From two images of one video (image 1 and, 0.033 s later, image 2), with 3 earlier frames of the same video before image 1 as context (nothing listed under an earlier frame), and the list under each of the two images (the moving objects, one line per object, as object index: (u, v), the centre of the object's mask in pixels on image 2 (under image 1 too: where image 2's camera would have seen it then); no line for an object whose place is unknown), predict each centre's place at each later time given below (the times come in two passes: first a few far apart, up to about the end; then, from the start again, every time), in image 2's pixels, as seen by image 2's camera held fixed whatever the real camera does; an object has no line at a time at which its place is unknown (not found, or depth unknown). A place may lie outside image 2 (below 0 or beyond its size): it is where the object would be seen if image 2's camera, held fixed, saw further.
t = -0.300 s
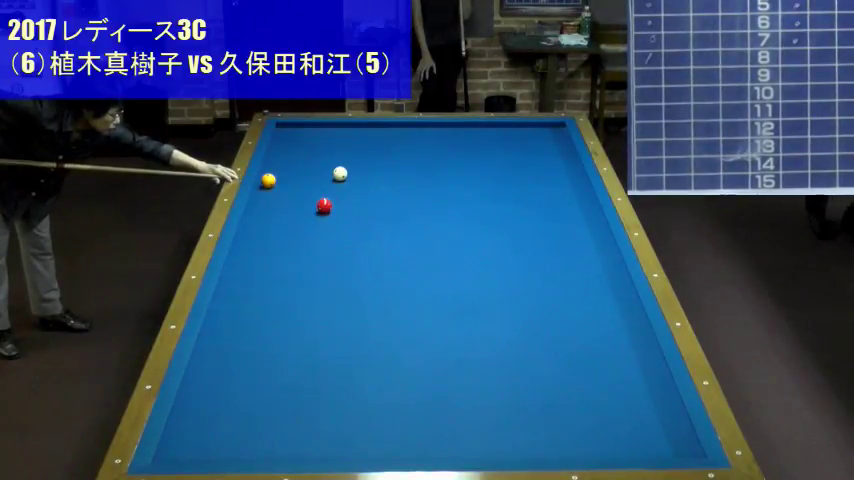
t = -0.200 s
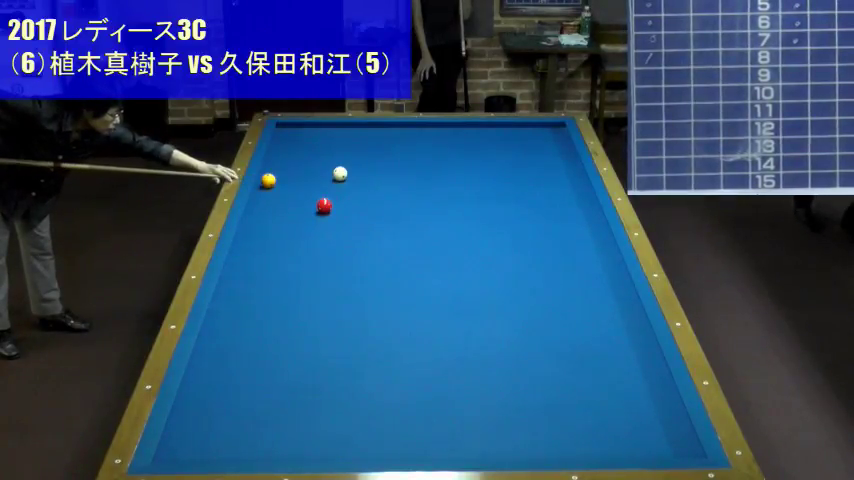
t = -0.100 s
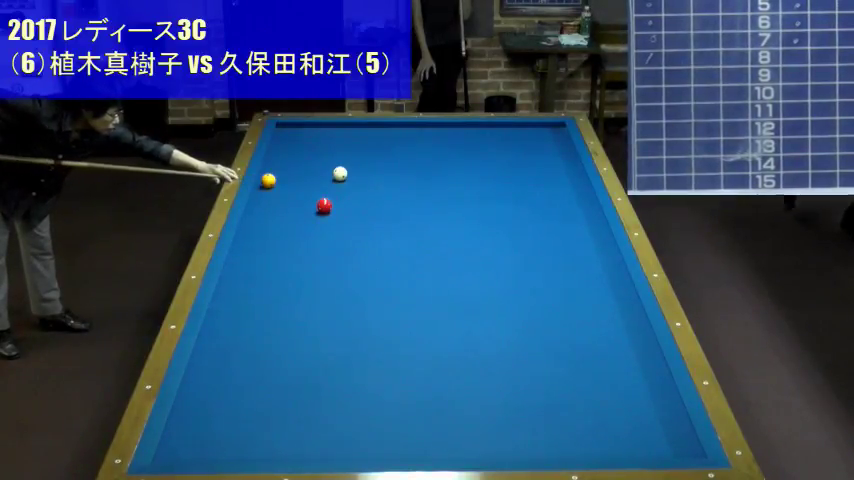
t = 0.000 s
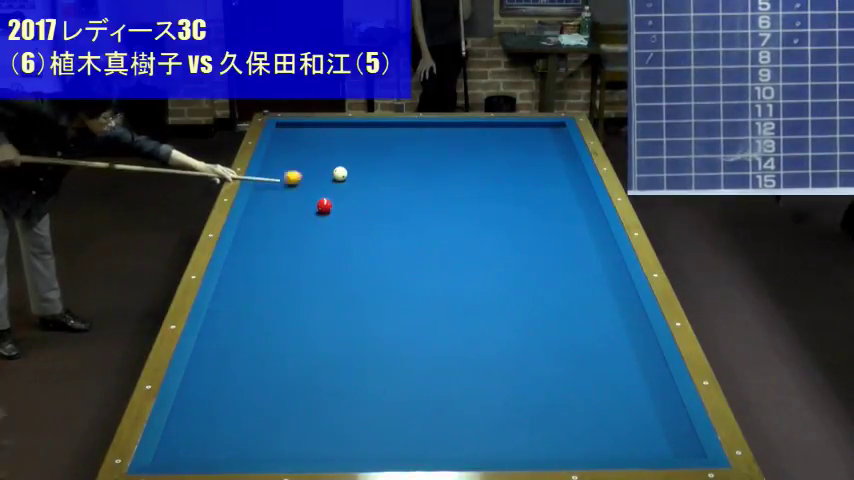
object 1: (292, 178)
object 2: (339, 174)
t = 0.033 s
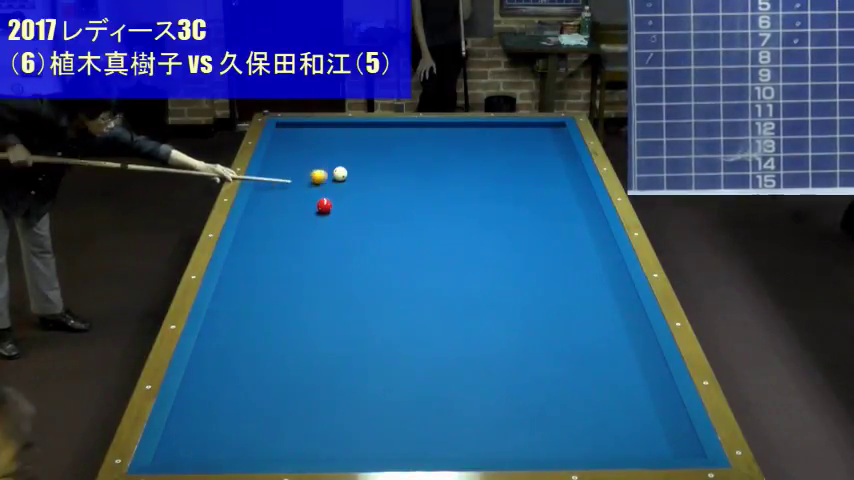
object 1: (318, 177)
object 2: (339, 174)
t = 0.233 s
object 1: (388, 197)
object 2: (420, 149)
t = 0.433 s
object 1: (461, 216)
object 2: (487, 128)
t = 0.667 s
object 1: (553, 241)
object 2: (540, 136)
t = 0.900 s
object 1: (592, 270)
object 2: (554, 148)
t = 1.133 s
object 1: (541, 306)
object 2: (532, 161)
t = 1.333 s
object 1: (498, 340)
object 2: (512, 172)
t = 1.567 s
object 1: (441, 384)
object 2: (487, 187)
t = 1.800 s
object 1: (375, 436)
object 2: (462, 202)
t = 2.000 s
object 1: (312, 441)
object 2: (439, 215)
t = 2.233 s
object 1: (247, 410)
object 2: (410, 233)
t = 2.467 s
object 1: (191, 383)
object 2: (380, 250)
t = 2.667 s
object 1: (234, 360)
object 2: (352, 266)
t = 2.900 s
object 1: (274, 336)
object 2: (318, 286)
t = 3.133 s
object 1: (311, 313)
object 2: (283, 307)
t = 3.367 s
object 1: (345, 293)
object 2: (244, 330)
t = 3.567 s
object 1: (372, 277)
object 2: (210, 351)
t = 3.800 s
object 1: (401, 259)
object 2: (209, 371)
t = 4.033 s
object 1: (428, 244)
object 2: (219, 391)
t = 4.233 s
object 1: (449, 231)
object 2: (228, 408)
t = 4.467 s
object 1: (472, 217)
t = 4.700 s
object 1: (494, 205)
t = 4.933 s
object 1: (514, 193)
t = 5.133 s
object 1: (530, 184)
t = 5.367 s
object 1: (547, 173)
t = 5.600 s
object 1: (563, 164)
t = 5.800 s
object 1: (569, 157)
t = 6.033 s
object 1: (558, 150)
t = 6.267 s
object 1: (547, 144)
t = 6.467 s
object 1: (538, 139)
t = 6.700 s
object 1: (529, 134)
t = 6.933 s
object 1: (520, 129)
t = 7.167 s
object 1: (511, 124)
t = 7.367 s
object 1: (508, 126)
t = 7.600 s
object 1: (504, 129)
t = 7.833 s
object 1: (500, 131)
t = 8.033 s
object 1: (498, 133)
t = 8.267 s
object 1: (494, 135)
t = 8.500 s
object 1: (491, 138)
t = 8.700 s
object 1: (489, 140)
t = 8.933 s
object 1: (487, 142)
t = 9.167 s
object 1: (484, 143)
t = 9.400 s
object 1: (482, 145)
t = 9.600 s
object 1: (480, 147)
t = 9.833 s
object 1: (478, 148)
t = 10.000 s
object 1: (477, 149)
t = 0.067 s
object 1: (335, 179)
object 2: (350, 170)
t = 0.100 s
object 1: (345, 183)
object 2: (365, 166)
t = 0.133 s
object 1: (355, 187)
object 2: (379, 161)
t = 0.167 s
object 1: (366, 190)
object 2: (394, 157)
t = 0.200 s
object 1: (377, 194)
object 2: (407, 152)
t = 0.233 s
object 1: (388, 197)
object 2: (420, 149)
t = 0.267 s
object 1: (400, 200)
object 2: (433, 145)
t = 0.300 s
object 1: (412, 203)
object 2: (445, 141)
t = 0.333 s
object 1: (424, 206)
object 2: (456, 137)
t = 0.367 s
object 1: (436, 210)
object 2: (467, 134)
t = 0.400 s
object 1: (449, 213)
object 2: (477, 131)
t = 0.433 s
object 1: (461, 216)
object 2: (487, 128)
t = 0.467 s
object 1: (474, 220)
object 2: (497, 125)
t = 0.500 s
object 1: (487, 223)
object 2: (504, 125)
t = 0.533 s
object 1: (500, 227)
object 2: (511, 127)
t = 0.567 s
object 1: (513, 230)
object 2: (519, 130)
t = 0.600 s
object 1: (526, 234)
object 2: (526, 132)
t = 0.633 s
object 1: (540, 238)
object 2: (533, 134)
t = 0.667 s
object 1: (553, 241)
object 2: (540, 136)
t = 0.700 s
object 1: (567, 245)
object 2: (547, 138)
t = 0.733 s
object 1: (581, 248)
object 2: (554, 139)
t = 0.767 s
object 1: (596, 252)
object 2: (561, 141)
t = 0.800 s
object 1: (609, 256)
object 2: (566, 143)
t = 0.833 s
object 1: (609, 260)
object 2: (562, 145)
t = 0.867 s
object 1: (600, 265)
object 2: (557, 146)
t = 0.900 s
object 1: (592, 270)
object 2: (554, 148)
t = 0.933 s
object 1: (583, 275)
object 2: (550, 150)
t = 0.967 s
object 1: (576, 280)
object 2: (547, 152)
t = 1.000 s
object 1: (568, 285)
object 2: (544, 154)
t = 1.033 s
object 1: (561, 290)
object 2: (541, 155)
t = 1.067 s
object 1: (555, 295)
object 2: (538, 157)
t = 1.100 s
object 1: (548, 300)
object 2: (535, 159)
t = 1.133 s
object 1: (541, 306)
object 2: (532, 161)
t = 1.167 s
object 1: (535, 311)
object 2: (528, 163)
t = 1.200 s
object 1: (527, 316)
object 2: (525, 165)
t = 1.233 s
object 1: (520, 322)
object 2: (522, 167)
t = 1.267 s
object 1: (513, 328)
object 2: (518, 168)
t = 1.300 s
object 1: (506, 334)
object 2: (515, 171)
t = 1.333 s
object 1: (498, 340)
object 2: (512, 172)
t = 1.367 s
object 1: (490, 345)
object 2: (508, 174)
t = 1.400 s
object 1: (483, 352)
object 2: (505, 177)
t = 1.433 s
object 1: (474, 358)
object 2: (502, 179)
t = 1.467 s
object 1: (466, 364)
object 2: (498, 180)
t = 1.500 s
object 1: (458, 371)
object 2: (495, 183)
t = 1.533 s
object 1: (450, 377)
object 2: (491, 185)
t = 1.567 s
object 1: (441, 384)
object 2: (487, 187)
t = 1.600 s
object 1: (432, 392)
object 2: (484, 189)
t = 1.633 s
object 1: (423, 399)
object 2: (480, 191)
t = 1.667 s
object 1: (414, 406)
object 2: (477, 193)
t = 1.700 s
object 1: (404, 413)
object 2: (473, 195)
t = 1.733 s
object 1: (395, 420)
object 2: (469, 198)
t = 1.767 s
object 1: (384, 428)
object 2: (466, 200)
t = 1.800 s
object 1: (375, 436)
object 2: (462, 202)
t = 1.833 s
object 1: (364, 444)
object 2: (458, 204)
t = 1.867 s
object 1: (354, 450)
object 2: (454, 206)
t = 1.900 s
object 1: (343, 455)
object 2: (450, 208)
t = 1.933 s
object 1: (333, 451)
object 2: (447, 211)
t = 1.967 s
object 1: (322, 447)
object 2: (443, 213)
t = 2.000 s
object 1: (312, 441)
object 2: (439, 215)
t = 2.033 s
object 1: (303, 435)
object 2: (435, 218)
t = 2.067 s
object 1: (293, 431)
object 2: (431, 220)
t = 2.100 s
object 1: (283, 426)
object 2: (427, 222)
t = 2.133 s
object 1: (274, 422)
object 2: (423, 225)
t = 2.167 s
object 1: (265, 418)
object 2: (419, 227)
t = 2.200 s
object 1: (256, 414)
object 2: (415, 230)
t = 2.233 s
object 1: (247, 410)
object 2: (410, 233)
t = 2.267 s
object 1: (238, 406)
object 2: (406, 235)
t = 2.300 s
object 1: (229, 402)
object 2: (402, 237)
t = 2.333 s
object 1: (221, 398)
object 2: (397, 240)
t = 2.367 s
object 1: (213, 394)
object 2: (393, 242)
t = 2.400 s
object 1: (204, 390)
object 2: (388, 245)
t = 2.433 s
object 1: (196, 386)
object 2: (384, 248)
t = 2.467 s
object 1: (191, 383)
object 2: (380, 250)
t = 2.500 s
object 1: (200, 379)
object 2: (375, 253)
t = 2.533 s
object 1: (208, 375)
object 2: (370, 256)
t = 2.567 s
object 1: (215, 371)
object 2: (366, 258)
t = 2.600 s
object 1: (222, 367)
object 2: (362, 261)
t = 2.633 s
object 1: (227, 364)
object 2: (357, 264)
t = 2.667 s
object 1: (234, 360)
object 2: (352, 266)
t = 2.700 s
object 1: (240, 356)
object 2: (347, 269)
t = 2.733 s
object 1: (246, 353)
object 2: (343, 272)
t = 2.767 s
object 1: (252, 349)
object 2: (338, 275)
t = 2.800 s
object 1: (257, 346)
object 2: (333, 278)
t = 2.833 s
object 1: (263, 342)
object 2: (328, 281)
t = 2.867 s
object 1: (268, 339)
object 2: (323, 284)
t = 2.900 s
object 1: (274, 336)
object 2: (318, 286)
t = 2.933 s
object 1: (280, 332)
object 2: (313, 290)
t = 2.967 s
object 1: (285, 329)
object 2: (308, 292)
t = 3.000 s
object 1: (290, 326)
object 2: (303, 295)
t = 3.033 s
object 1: (295, 323)
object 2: (298, 298)
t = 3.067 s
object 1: (301, 319)
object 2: (293, 301)
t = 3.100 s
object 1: (306, 316)
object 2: (287, 304)
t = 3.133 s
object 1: (311, 313)
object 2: (283, 307)
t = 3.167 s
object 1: (316, 311)
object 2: (277, 310)
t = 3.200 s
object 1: (321, 307)
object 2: (272, 314)
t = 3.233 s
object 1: (326, 305)
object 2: (266, 317)
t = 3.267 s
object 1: (331, 302)
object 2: (261, 320)
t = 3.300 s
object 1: (336, 299)
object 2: (255, 324)
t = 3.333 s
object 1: (340, 296)
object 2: (250, 327)
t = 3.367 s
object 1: (345, 293)
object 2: (244, 330)
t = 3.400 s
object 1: (350, 290)
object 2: (239, 334)
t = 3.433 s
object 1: (354, 287)
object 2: (233, 337)
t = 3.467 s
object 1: (359, 285)
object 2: (227, 340)
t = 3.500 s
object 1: (363, 282)
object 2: (222, 344)
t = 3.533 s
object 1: (368, 280)
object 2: (216, 347)
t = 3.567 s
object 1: (372, 277)
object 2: (210, 351)
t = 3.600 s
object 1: (376, 274)
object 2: (204, 354)
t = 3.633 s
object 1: (380, 272)
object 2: (200, 358)
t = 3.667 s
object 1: (385, 269)
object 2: (202, 360)
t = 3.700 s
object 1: (389, 267)
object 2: (205, 363)
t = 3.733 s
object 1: (393, 264)
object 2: (207, 366)
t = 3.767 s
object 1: (397, 262)
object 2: (208, 368)
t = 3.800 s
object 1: (401, 259)
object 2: (209, 371)
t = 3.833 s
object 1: (405, 257)
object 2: (211, 374)
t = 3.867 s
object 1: (409, 255)
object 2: (212, 377)
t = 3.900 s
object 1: (413, 253)
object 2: (213, 379)
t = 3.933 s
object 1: (417, 250)
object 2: (215, 382)
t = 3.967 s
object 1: (420, 248)
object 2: (216, 385)
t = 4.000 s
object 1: (424, 246)
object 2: (217, 388)
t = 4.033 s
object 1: (428, 244)
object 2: (219, 391)
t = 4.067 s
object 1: (432, 241)
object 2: (220, 394)
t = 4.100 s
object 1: (435, 240)
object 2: (222, 397)
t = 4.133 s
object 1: (439, 237)
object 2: (224, 399)
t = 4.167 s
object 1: (442, 235)
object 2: (225, 403)
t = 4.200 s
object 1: (446, 233)
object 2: (227, 405)
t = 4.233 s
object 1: (449, 231)
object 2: (228, 408)
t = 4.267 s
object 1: (453, 229)
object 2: (230, 412)
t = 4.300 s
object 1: (456, 227)
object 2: (232, 414)
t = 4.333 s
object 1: (459, 225)
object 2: (233, 417)
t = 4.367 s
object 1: (463, 223)
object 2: (235, 420)
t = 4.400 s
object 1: (466, 221)
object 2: (236, 423)
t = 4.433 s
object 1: (469, 220)
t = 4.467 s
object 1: (472, 217)
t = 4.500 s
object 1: (476, 215)
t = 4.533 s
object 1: (478, 214)
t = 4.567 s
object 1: (482, 212)
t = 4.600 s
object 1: (485, 210)
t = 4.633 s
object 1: (488, 208)
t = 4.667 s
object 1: (491, 206)
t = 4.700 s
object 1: (494, 205)
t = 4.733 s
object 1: (497, 203)
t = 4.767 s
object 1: (499, 201)
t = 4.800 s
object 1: (503, 200)
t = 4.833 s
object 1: (505, 198)
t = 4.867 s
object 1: (508, 196)
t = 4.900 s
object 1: (511, 195)
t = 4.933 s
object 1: (514, 193)
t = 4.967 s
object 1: (516, 191)
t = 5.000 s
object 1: (519, 190)
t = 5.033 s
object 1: (522, 188)
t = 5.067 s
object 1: (524, 187)
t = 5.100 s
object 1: (527, 185)
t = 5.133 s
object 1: (530, 184)
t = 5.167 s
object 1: (532, 182)
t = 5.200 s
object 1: (535, 181)
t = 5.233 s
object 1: (537, 179)
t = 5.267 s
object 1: (540, 178)
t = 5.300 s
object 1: (542, 176)
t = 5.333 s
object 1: (545, 175)
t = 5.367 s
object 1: (547, 173)
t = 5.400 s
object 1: (550, 172)
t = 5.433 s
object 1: (552, 171)
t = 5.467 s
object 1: (554, 169)
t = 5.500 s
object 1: (556, 168)
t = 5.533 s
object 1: (559, 167)
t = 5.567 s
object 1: (561, 165)
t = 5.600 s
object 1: (563, 164)
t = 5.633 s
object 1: (566, 162)
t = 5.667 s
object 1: (568, 161)
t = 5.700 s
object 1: (570, 160)
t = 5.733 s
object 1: (572, 159)
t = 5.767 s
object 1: (571, 158)
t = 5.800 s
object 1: (569, 157)
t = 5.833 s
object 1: (567, 156)
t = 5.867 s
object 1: (566, 155)
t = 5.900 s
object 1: (564, 154)
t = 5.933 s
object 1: (562, 153)
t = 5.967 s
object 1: (561, 152)
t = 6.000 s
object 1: (560, 152)
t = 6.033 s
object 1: (558, 150)
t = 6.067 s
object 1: (556, 150)
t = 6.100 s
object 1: (555, 149)
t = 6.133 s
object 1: (553, 147)
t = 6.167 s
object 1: (552, 147)
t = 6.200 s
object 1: (550, 146)
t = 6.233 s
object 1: (549, 145)
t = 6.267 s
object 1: (547, 144)
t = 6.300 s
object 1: (546, 143)
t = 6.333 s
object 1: (544, 143)
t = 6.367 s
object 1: (543, 142)
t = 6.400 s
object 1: (541, 141)
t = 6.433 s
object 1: (540, 140)
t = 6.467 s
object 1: (538, 139)
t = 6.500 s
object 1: (537, 139)
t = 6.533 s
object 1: (536, 138)
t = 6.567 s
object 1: (534, 137)
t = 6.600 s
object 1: (533, 137)
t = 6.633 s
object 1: (531, 136)
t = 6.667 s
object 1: (530, 135)
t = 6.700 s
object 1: (529, 134)
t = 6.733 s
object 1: (527, 133)
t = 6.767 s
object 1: (526, 133)
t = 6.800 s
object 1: (525, 132)
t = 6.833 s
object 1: (523, 131)
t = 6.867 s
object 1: (522, 131)
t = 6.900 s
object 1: (521, 130)
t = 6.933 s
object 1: (520, 129)
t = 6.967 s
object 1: (519, 129)
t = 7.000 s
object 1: (517, 128)
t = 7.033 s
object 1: (516, 127)
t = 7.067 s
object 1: (515, 126)
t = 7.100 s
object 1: (514, 126)
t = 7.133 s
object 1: (512, 125)
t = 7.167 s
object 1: (511, 124)
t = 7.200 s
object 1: (510, 124)
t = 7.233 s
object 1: (510, 125)
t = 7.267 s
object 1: (509, 125)
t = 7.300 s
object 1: (509, 125)
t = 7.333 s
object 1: (508, 126)
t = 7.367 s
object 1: (508, 126)
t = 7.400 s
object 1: (507, 126)
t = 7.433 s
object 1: (507, 127)
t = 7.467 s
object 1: (506, 127)
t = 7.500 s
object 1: (506, 127)
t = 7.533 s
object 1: (505, 128)
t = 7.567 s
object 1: (504, 128)
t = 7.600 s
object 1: (504, 129)
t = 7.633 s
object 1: (503, 129)
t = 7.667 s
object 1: (503, 129)
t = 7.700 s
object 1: (502, 130)
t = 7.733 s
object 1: (502, 130)
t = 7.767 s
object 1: (501, 130)
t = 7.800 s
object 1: (501, 131)
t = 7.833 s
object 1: (500, 131)
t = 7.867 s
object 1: (500, 132)
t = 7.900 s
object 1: (500, 132)
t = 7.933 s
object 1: (499, 132)
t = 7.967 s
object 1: (499, 132)
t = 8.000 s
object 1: (498, 133)
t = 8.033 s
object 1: (498, 133)
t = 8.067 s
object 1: (497, 133)
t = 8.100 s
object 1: (497, 134)
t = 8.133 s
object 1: (496, 134)
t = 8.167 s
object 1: (496, 134)
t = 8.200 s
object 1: (495, 135)
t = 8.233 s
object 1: (495, 135)
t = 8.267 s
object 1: (494, 135)
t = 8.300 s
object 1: (494, 136)
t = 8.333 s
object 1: (494, 136)
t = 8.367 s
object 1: (493, 136)
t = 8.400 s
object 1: (493, 137)
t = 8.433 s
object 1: (492, 137)
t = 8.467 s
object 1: (492, 137)
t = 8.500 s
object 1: (491, 138)
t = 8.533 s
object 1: (491, 138)
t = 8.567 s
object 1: (491, 138)
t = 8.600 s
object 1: (490, 139)
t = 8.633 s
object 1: (490, 139)
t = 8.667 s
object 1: (489, 139)
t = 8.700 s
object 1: (489, 140)
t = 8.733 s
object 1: (489, 140)
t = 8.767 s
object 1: (488, 140)
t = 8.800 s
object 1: (488, 140)
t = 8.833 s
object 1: (488, 141)
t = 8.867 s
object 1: (487, 141)
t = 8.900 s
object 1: (487, 141)
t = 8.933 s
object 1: (487, 142)
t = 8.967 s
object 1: (486, 142)
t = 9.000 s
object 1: (486, 142)
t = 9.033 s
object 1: (486, 142)
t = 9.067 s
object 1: (485, 143)
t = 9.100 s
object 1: (485, 143)
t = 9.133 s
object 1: (485, 143)
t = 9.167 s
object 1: (484, 143)
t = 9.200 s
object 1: (484, 144)
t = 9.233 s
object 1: (484, 144)
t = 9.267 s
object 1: (483, 144)
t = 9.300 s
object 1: (483, 145)
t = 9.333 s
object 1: (483, 145)
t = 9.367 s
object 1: (483, 145)
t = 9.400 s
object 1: (482, 145)
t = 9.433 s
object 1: (482, 146)
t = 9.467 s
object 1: (481, 146)
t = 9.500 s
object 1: (481, 146)
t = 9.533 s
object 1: (481, 146)
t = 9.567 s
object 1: (481, 147)
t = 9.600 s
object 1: (480, 147)
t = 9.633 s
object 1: (480, 147)
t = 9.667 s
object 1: (480, 147)
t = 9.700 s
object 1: (480, 147)
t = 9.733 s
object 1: (479, 148)
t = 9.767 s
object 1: (479, 148)
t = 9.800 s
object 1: (479, 148)
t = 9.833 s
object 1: (478, 148)
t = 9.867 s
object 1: (478, 148)
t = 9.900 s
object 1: (478, 149)
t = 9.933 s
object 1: (478, 149)
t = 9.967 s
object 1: (478, 149)
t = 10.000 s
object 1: (477, 149)
